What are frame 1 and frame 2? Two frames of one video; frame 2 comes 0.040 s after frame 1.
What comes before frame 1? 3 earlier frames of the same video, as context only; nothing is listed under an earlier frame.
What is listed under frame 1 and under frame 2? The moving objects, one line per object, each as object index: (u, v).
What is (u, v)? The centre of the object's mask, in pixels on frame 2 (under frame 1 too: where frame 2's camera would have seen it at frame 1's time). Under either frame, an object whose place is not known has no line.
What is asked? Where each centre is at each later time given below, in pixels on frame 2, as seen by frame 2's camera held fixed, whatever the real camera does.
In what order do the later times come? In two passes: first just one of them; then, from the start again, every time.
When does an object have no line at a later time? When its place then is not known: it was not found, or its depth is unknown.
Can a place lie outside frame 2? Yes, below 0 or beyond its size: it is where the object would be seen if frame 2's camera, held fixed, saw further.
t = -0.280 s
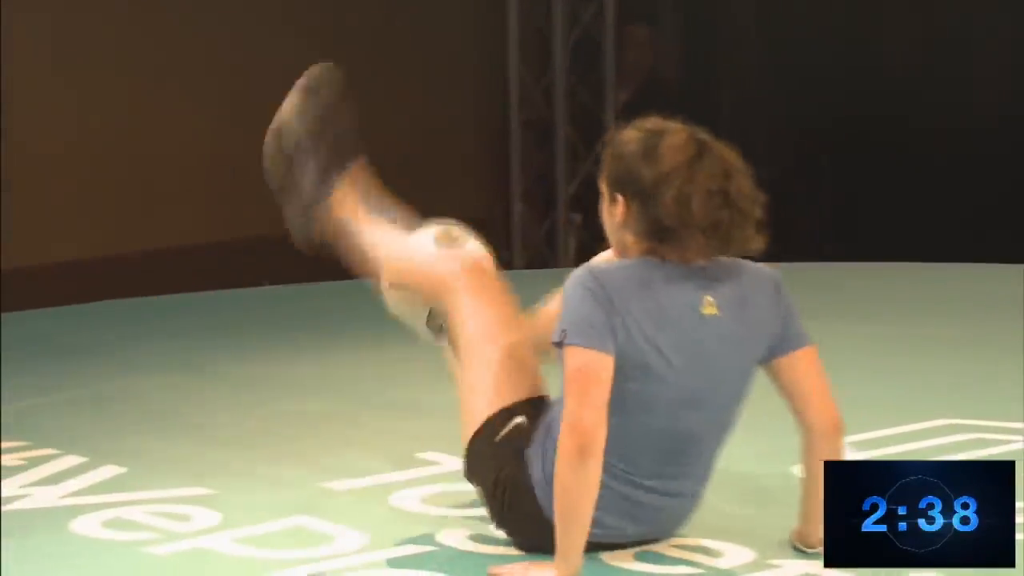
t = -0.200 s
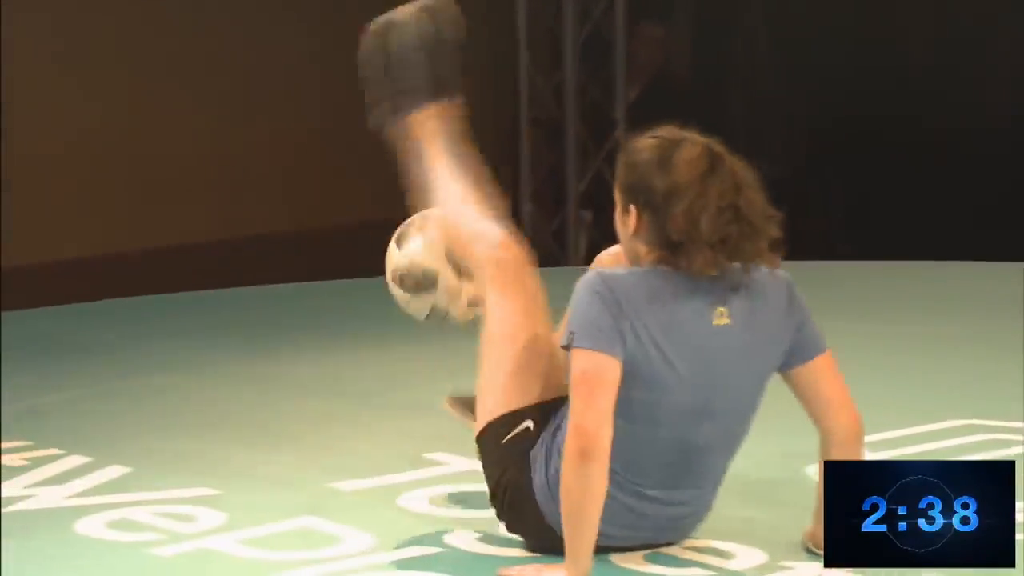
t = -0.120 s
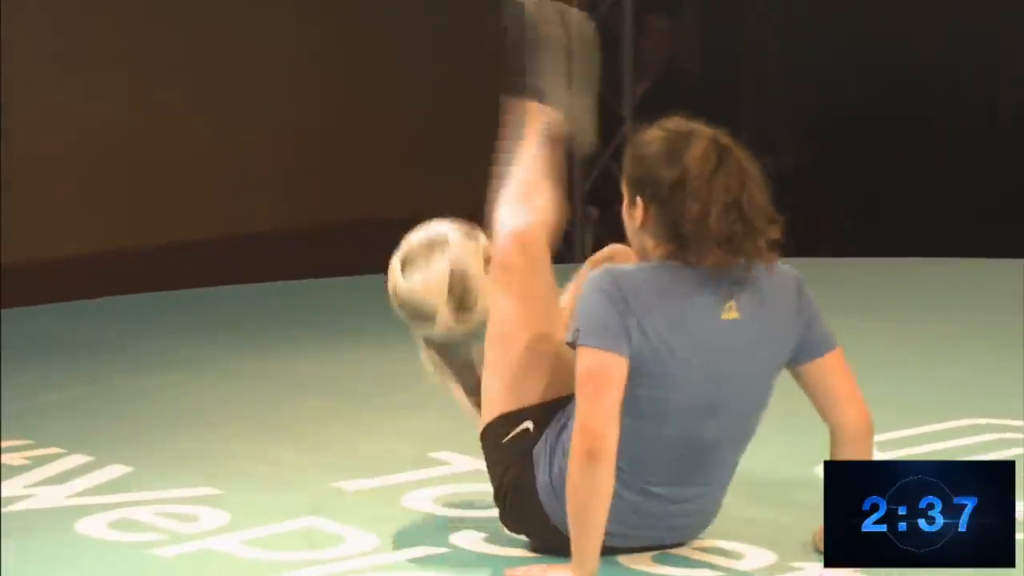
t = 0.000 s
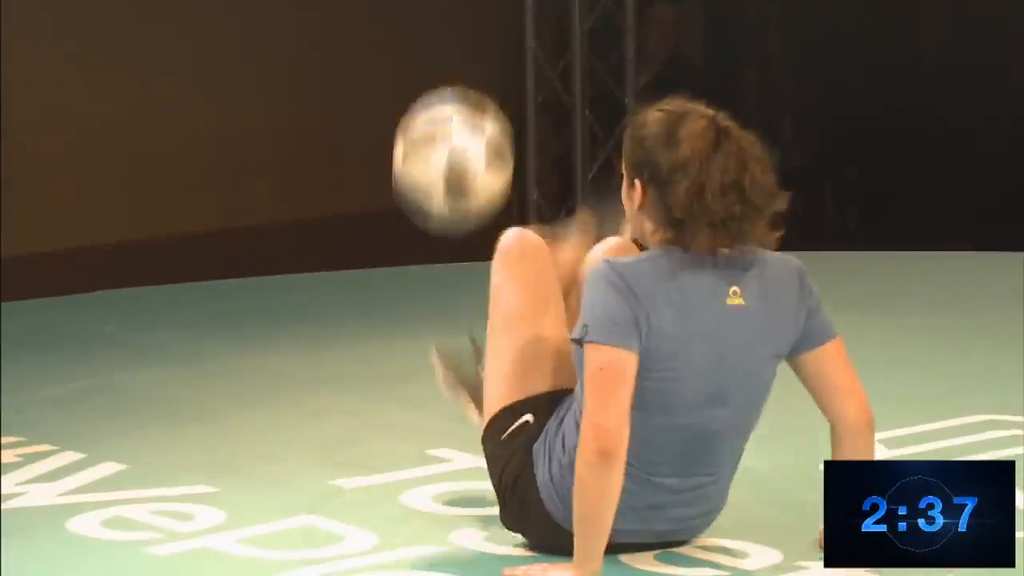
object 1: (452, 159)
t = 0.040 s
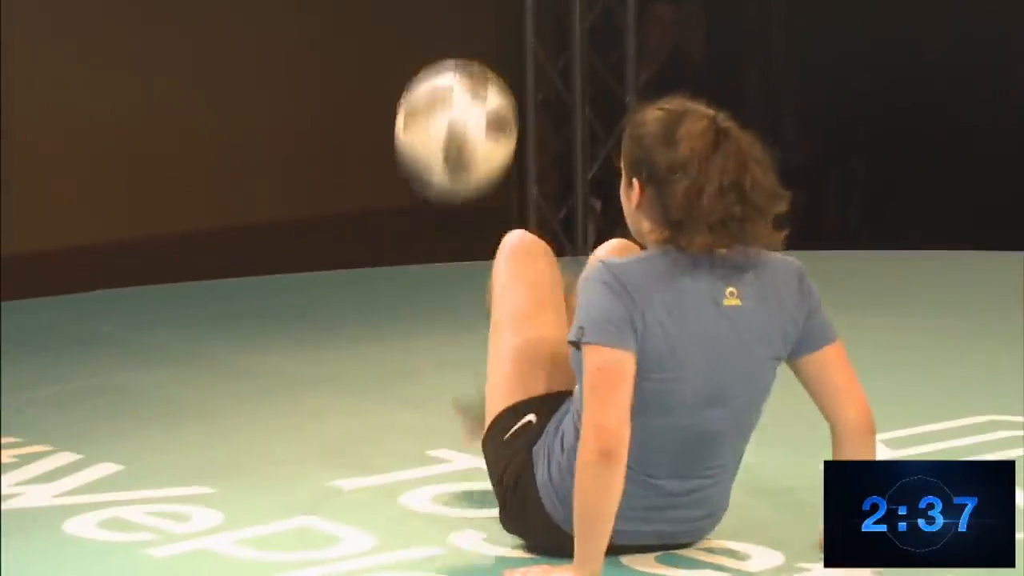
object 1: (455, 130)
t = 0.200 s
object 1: (468, 98)
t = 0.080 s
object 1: (459, 109)
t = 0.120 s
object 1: (463, 95)
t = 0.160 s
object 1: (465, 93)
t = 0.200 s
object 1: (468, 98)
